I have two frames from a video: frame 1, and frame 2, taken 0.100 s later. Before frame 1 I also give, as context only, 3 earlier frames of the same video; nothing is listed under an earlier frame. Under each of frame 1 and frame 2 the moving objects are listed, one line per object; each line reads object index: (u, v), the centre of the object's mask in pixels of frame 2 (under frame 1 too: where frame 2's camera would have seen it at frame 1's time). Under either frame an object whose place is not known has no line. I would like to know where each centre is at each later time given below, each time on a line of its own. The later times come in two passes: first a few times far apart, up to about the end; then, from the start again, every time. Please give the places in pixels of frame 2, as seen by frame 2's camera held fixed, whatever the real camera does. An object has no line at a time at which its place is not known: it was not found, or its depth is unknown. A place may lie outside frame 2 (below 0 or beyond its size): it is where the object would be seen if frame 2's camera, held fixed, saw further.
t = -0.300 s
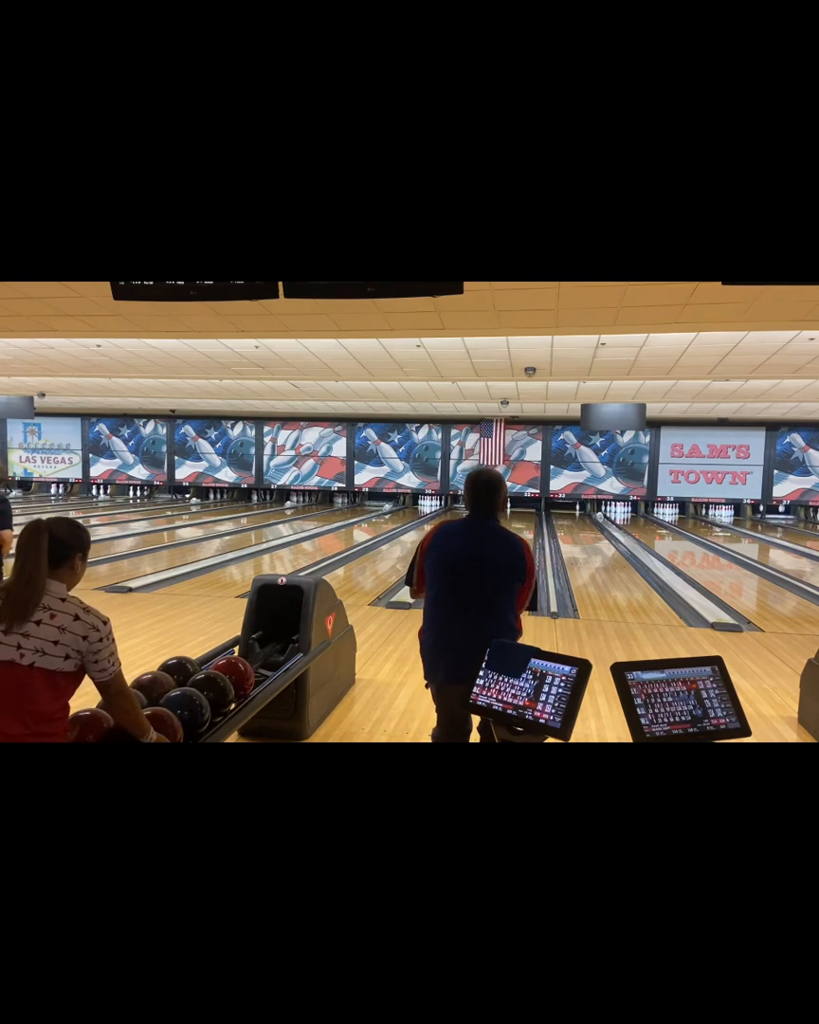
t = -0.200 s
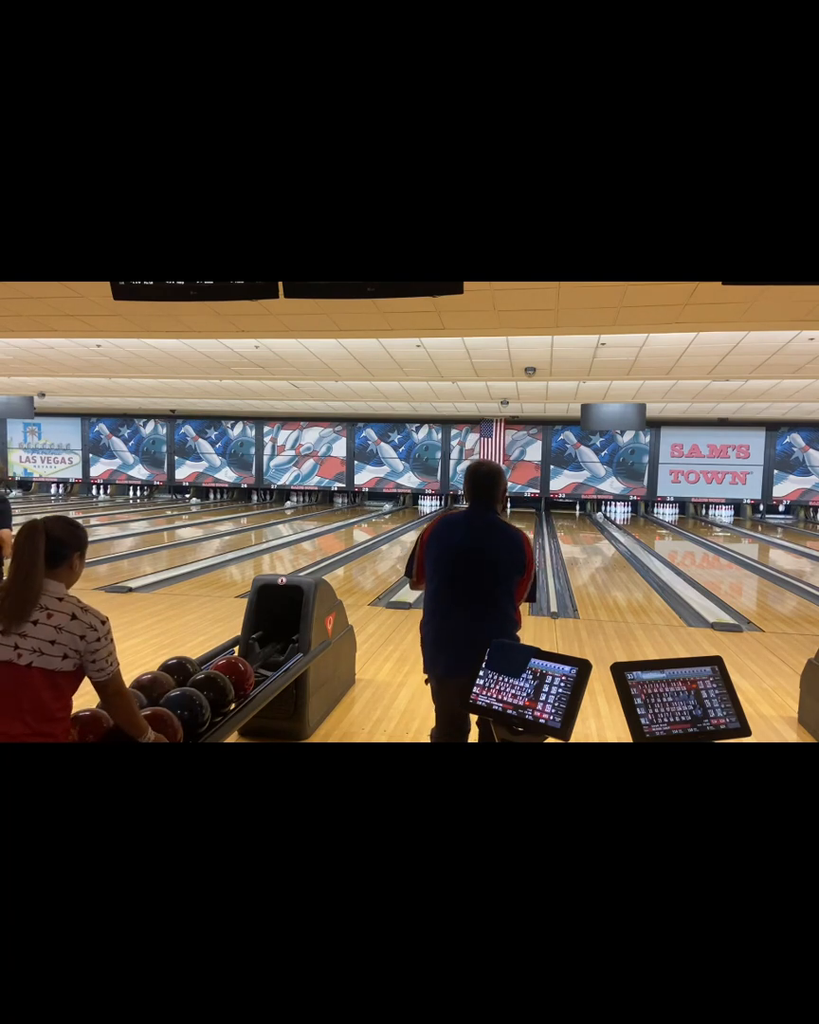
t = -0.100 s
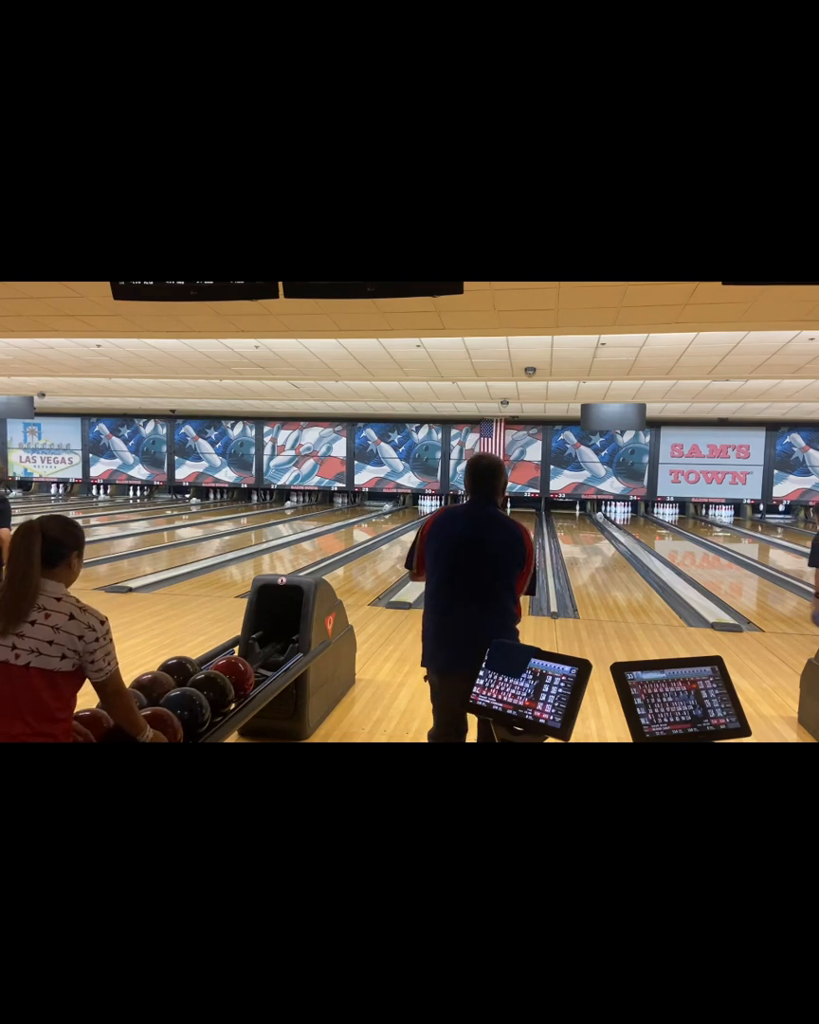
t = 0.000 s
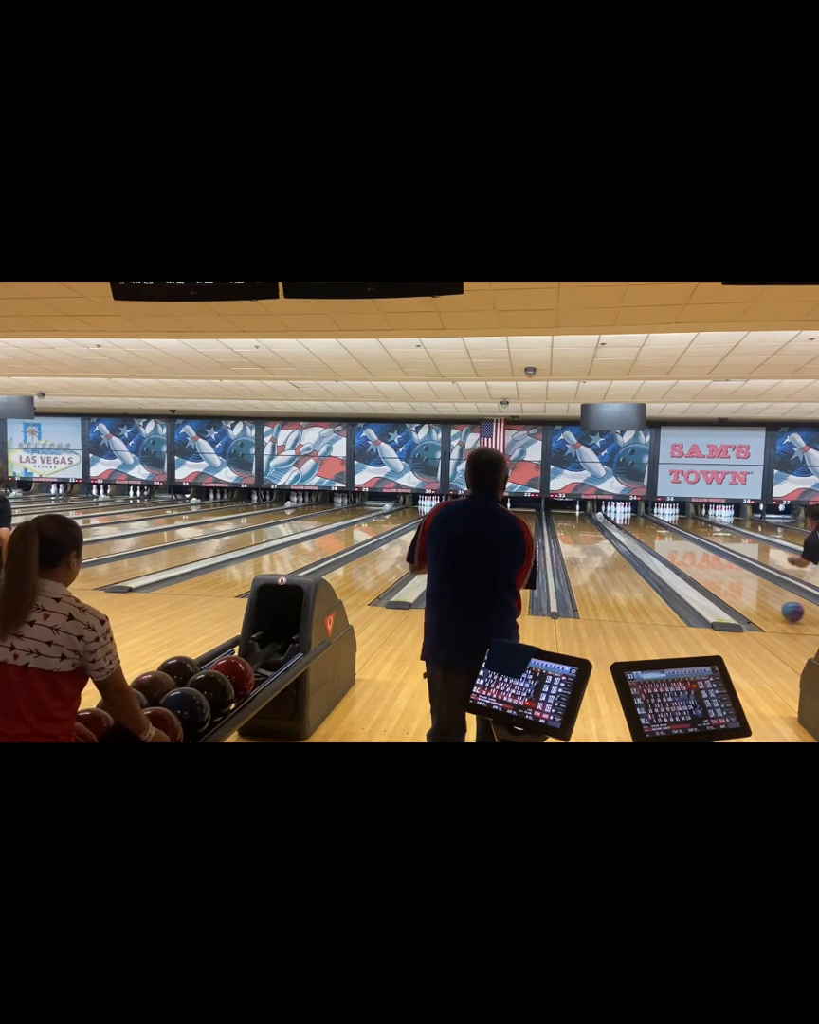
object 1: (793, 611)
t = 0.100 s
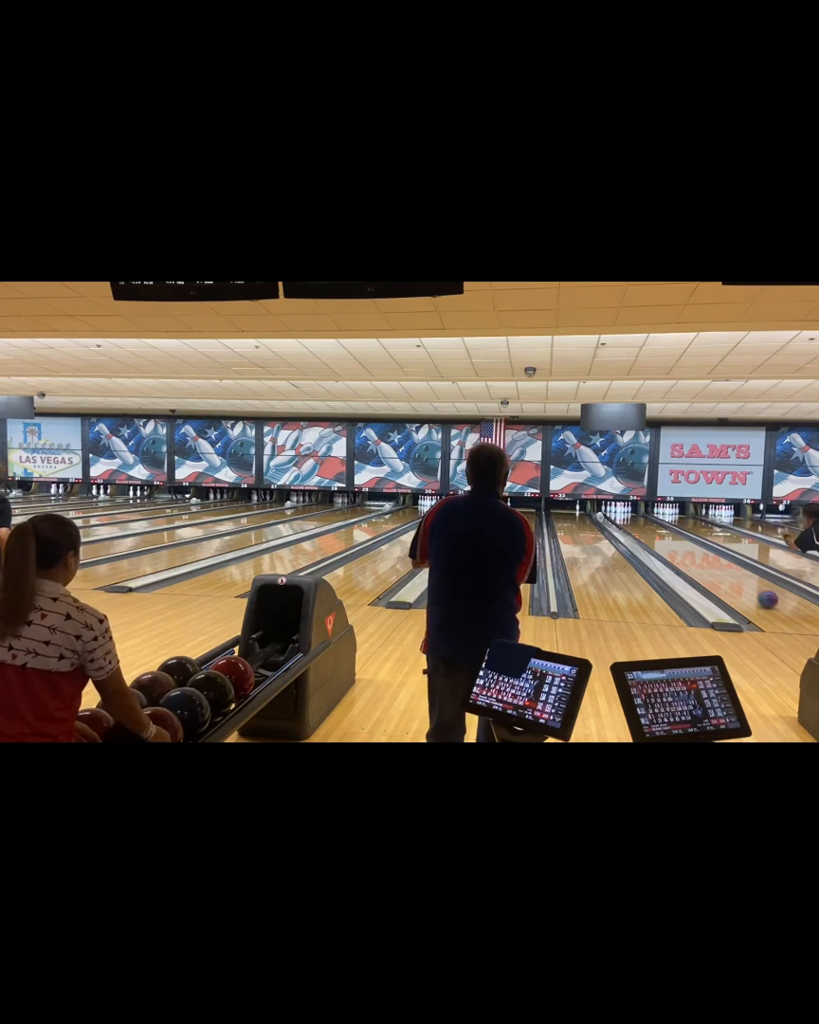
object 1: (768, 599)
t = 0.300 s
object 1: (730, 578)
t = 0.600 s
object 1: (691, 557)
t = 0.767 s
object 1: (675, 548)
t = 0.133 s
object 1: (760, 595)
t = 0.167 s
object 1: (753, 591)
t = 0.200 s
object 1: (747, 587)
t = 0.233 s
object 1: (741, 584)
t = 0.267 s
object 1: (735, 581)
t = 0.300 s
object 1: (730, 578)
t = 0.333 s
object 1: (724, 576)
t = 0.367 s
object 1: (719, 573)
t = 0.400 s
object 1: (715, 570)
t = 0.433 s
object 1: (710, 567)
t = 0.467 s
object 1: (706, 565)
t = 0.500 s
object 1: (702, 563)
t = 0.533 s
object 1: (698, 561)
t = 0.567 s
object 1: (694, 559)
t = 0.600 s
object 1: (691, 557)
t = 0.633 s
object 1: (687, 555)
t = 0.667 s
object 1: (684, 553)
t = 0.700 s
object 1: (681, 552)
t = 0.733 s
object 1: (678, 550)
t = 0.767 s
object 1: (675, 548)
